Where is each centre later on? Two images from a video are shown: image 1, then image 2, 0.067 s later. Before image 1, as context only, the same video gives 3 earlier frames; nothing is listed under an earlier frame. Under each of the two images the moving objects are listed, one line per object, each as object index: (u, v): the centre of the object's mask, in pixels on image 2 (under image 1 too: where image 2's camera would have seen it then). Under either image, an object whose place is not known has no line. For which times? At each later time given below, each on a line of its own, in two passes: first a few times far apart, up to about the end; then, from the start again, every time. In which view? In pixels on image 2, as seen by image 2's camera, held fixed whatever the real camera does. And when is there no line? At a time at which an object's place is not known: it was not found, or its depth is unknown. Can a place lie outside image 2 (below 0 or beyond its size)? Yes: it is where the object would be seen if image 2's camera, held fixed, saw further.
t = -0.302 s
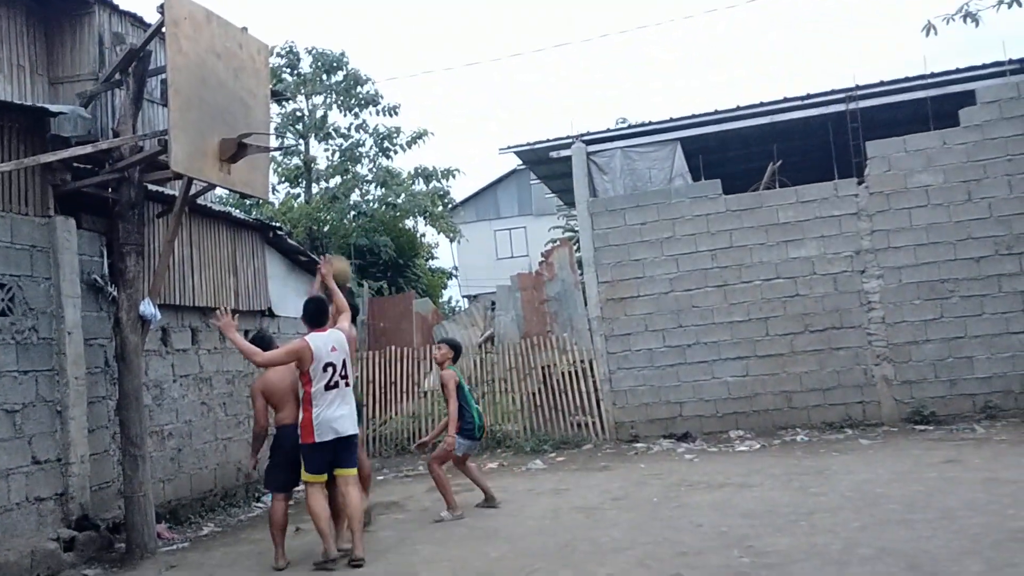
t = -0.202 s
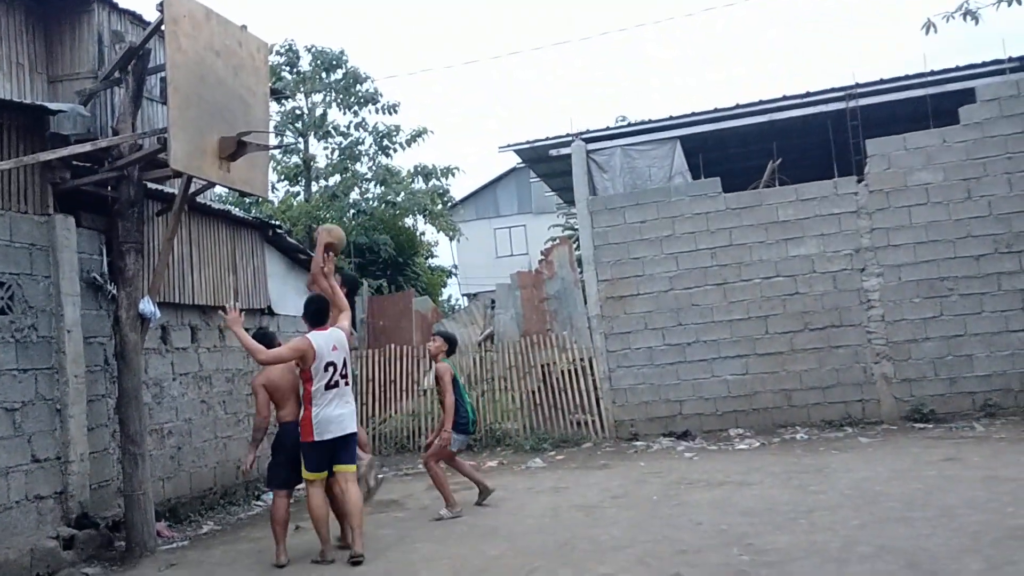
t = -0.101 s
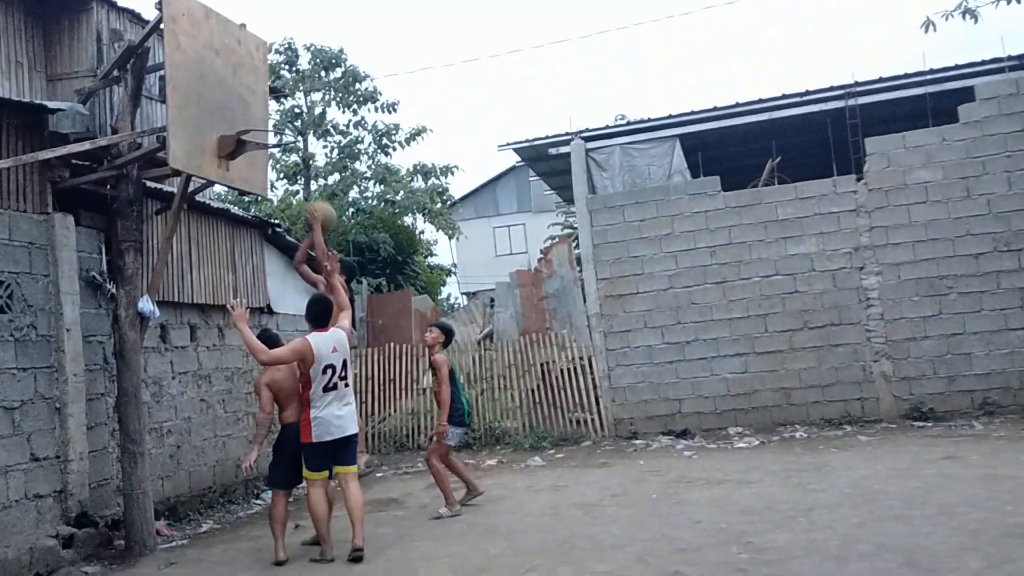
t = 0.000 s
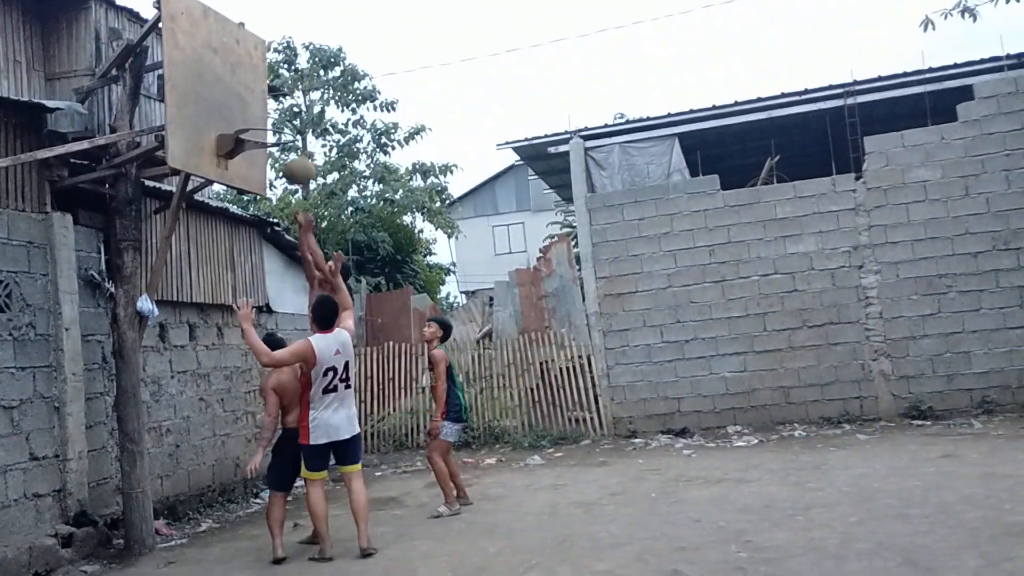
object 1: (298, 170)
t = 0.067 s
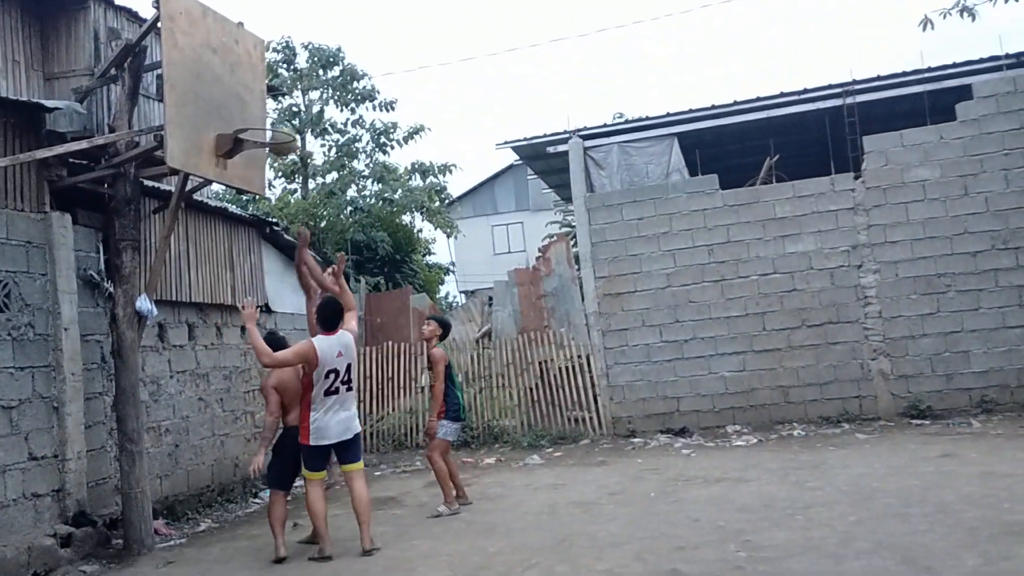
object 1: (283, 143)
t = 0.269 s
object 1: (265, 100)
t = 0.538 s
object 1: (271, 132)
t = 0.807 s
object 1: (243, 213)
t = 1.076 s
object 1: (243, 386)
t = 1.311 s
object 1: (241, 472)
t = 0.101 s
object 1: (275, 129)
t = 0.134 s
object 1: (267, 117)
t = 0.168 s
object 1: (260, 110)
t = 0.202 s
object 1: (261, 105)
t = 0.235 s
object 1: (264, 103)
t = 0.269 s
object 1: (265, 100)
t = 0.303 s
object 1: (266, 100)
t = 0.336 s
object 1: (268, 100)
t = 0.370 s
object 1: (270, 103)
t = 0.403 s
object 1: (272, 106)
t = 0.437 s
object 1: (274, 111)
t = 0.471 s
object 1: (275, 118)
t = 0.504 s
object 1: (277, 127)
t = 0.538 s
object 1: (271, 132)
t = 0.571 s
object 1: (264, 140)
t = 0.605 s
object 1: (254, 147)
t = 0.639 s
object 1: (248, 154)
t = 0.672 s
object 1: (246, 163)
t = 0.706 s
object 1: (245, 173)
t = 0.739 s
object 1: (244, 187)
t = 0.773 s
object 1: (244, 199)
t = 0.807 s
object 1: (243, 213)
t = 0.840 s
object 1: (242, 229)
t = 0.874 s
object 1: (242, 247)
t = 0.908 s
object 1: (242, 266)
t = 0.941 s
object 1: (242, 288)
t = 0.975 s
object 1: (242, 311)
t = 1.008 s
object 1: (241, 334)
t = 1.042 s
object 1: (241, 360)
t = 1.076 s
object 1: (243, 386)
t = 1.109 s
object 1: (242, 415)
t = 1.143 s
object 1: (242, 445)
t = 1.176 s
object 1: (242, 477)
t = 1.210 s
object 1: (242, 510)
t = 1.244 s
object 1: (243, 525)
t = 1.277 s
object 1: (241, 494)
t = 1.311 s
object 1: (241, 472)
